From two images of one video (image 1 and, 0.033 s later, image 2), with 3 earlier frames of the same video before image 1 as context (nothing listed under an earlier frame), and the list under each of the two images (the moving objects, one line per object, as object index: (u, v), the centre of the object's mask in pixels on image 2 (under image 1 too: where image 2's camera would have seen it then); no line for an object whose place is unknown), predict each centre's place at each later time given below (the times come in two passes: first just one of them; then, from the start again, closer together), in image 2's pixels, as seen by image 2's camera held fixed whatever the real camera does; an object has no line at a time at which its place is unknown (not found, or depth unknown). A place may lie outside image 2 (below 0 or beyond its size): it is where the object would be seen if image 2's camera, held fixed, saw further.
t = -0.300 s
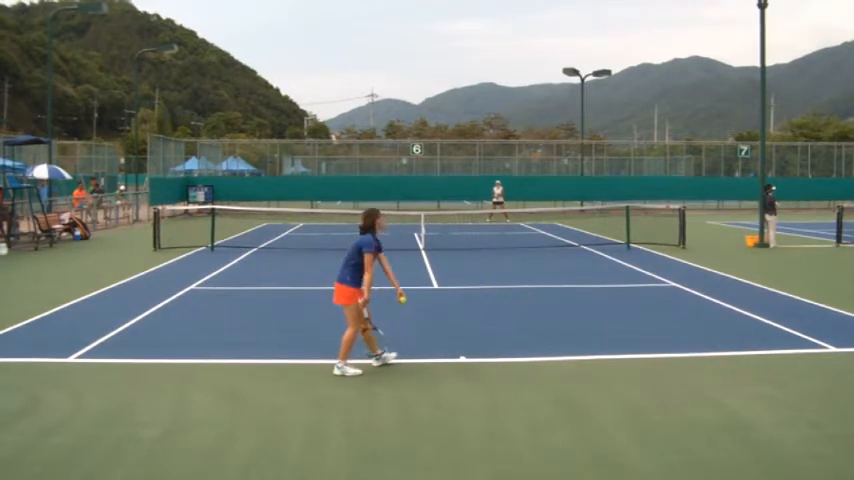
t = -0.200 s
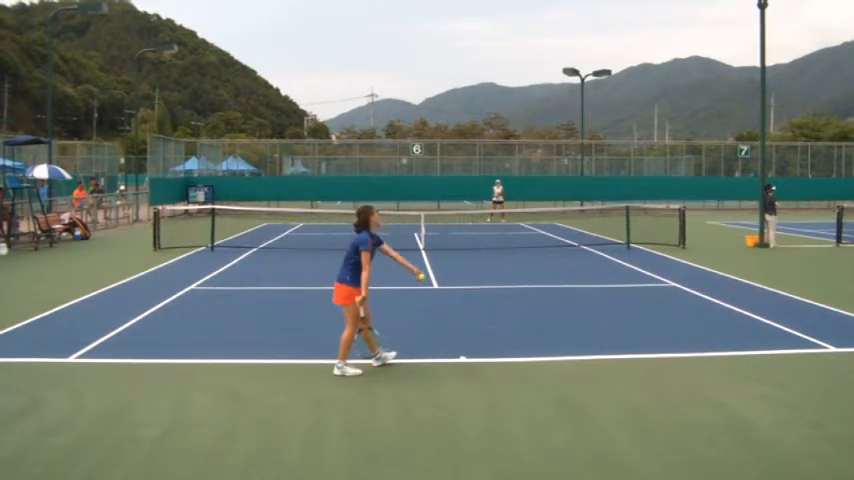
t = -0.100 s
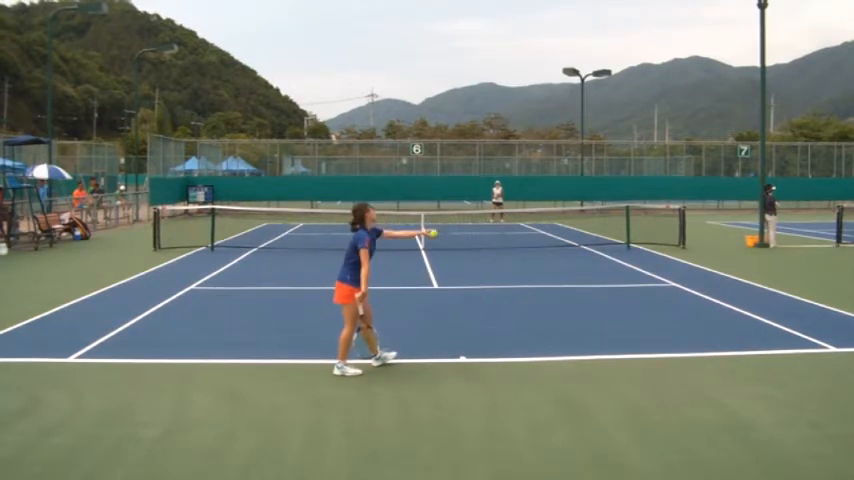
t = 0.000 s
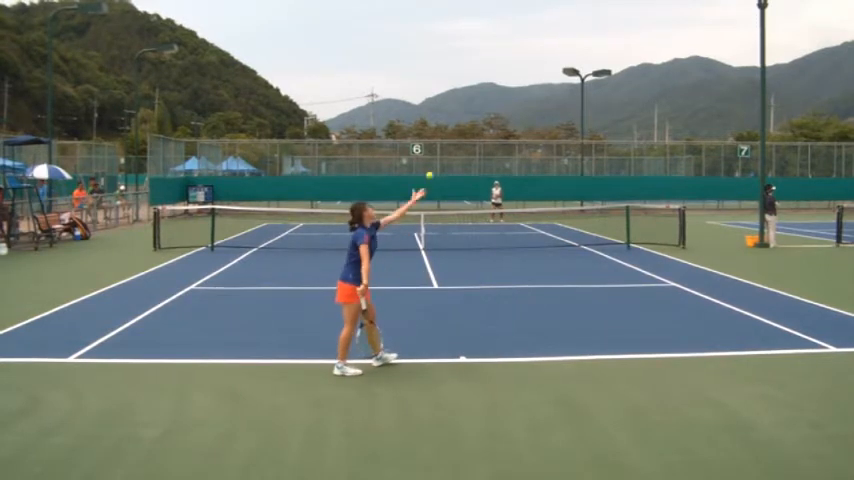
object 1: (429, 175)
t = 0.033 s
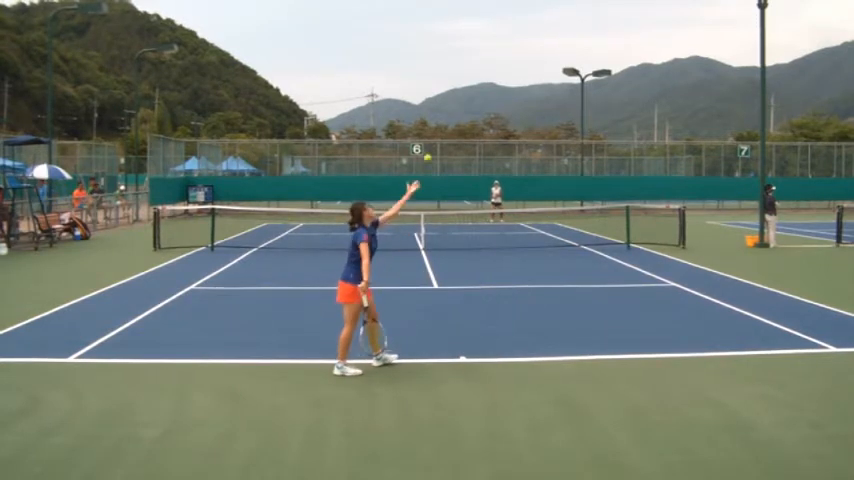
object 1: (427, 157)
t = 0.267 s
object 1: (414, 67)
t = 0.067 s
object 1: (425, 140)
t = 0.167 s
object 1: (420, 100)
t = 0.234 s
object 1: (416, 77)
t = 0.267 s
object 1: (414, 67)
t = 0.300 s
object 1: (412, 60)
